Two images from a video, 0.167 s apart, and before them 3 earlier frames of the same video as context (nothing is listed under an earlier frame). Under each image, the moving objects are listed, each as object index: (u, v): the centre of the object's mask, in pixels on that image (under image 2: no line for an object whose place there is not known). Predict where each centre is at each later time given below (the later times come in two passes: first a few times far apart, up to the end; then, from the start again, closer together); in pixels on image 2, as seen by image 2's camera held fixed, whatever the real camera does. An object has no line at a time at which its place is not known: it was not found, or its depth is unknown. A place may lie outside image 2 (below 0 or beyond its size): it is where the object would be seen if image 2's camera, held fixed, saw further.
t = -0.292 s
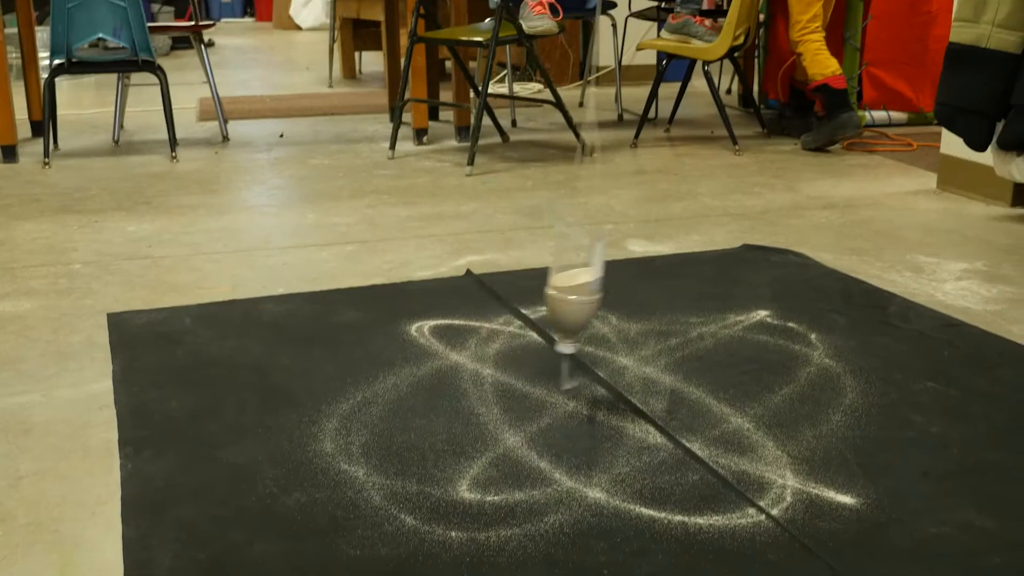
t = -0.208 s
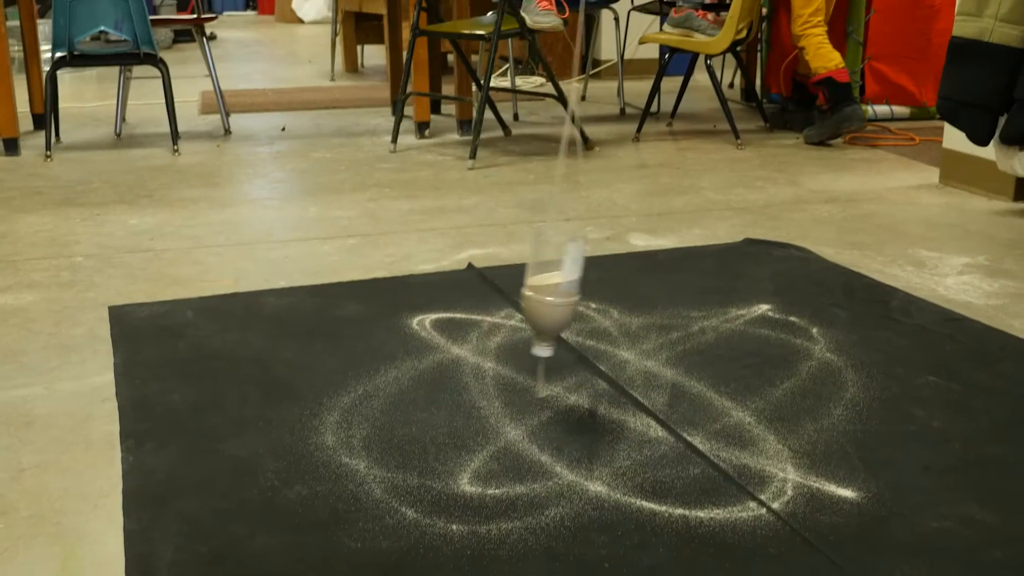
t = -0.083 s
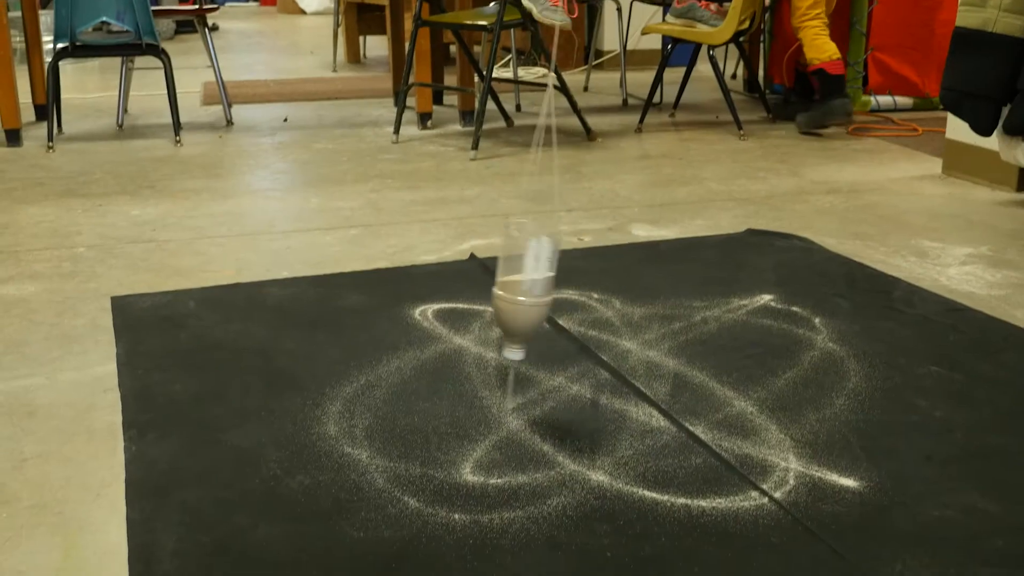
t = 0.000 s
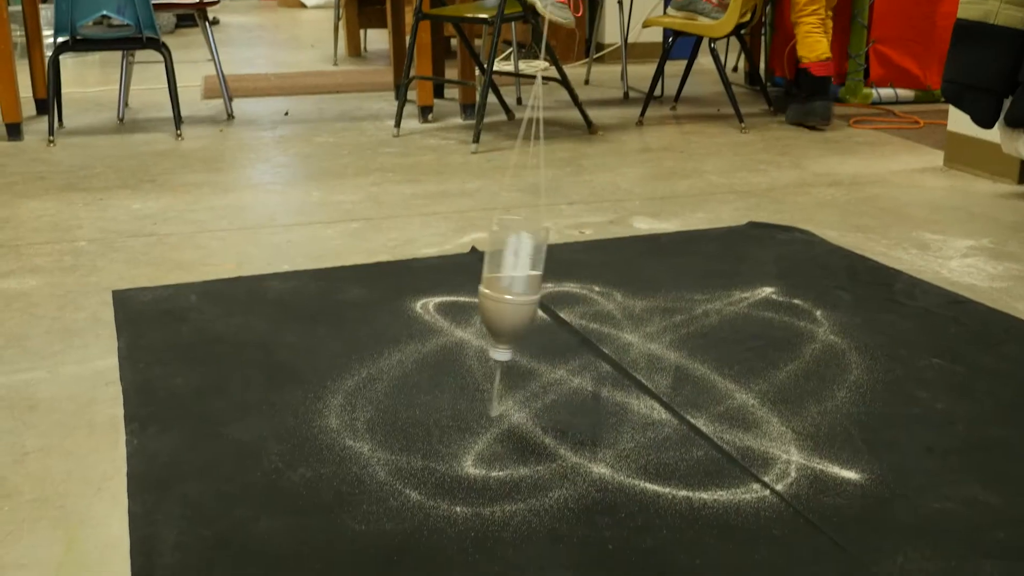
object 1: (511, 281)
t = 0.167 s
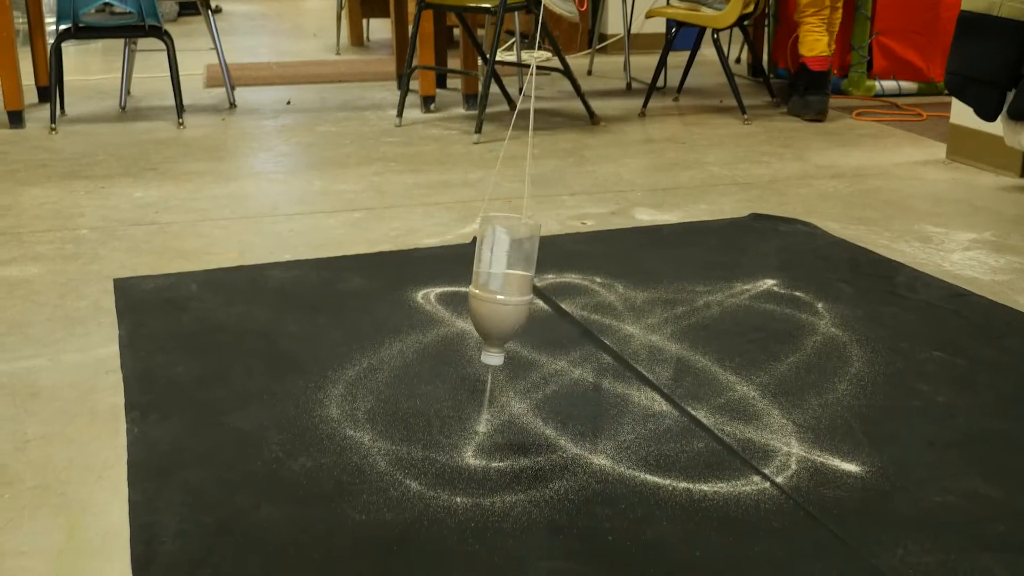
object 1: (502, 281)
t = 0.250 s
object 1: (508, 286)
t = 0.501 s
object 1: (570, 297)
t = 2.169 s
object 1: (623, 199)
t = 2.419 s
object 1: (535, 209)
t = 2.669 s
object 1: (474, 221)
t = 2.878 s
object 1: (461, 235)
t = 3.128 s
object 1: (507, 260)
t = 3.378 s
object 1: (617, 280)
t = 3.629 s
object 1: (752, 285)
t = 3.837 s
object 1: (850, 278)
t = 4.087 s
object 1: (905, 255)
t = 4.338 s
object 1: (886, 243)
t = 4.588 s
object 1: (801, 240)
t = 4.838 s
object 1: (679, 234)
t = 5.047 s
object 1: (578, 224)
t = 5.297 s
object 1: (486, 212)
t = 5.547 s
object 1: (441, 205)
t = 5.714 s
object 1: (445, 210)
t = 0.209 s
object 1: (504, 283)
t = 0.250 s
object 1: (508, 286)
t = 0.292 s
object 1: (514, 287)
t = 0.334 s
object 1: (522, 290)
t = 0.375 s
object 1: (531, 292)
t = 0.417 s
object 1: (543, 293)
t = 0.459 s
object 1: (556, 296)
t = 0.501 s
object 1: (570, 297)
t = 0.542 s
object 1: (586, 297)
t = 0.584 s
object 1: (601, 297)
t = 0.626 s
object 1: (618, 296)
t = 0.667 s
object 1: (636, 295)
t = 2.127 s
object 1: (639, 199)
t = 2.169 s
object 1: (623, 199)
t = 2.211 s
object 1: (607, 203)
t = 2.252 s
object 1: (591, 204)
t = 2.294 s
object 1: (577, 204)
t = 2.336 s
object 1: (562, 206)
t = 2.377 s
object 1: (549, 207)
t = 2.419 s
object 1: (535, 209)
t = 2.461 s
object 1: (522, 211)
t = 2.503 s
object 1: (510, 213)
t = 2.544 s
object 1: (499, 213)
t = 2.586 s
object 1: (489, 216)
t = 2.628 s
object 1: (481, 219)
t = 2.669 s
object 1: (474, 221)
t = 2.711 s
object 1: (468, 224)
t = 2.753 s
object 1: (463, 227)
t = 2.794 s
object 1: (461, 229)
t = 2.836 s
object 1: (460, 232)
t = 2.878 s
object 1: (461, 235)
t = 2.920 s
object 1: (464, 241)
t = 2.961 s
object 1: (469, 244)
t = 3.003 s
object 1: (475, 249)
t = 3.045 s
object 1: (484, 253)
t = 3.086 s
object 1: (495, 255)
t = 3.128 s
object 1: (507, 260)
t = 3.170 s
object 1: (521, 265)
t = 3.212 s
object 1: (538, 270)
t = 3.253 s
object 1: (555, 273)
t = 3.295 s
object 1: (575, 276)
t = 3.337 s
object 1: (595, 278)
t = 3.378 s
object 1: (617, 280)
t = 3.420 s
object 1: (639, 284)
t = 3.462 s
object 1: (661, 284)
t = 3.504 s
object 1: (686, 284)
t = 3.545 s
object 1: (706, 285)
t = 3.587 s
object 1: (729, 284)
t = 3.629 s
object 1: (752, 285)
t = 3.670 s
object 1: (775, 283)
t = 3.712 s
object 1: (795, 283)
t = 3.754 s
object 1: (815, 282)
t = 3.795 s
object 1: (833, 280)
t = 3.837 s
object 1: (850, 278)
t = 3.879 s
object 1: (863, 276)
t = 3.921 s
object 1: (875, 274)
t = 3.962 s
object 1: (886, 270)
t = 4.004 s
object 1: (894, 264)
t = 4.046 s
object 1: (901, 259)
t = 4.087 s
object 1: (905, 255)
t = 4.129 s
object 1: (907, 252)
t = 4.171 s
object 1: (907, 248)
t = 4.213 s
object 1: (905, 246)
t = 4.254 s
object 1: (901, 245)
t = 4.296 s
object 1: (895, 243)
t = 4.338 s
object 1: (886, 243)
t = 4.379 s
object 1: (876, 240)
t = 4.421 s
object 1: (864, 240)
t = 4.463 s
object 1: (851, 240)
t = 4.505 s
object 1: (835, 240)
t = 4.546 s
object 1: (817, 241)
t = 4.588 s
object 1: (801, 240)
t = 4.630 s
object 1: (782, 238)
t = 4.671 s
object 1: (763, 238)
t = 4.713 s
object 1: (742, 240)
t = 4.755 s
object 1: (722, 235)
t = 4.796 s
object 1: (700, 236)
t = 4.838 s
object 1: (679, 234)
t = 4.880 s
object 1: (658, 234)
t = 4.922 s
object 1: (638, 232)
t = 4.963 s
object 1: (617, 230)
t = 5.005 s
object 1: (598, 227)
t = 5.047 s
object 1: (578, 224)
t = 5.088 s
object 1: (560, 223)
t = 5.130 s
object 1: (543, 222)
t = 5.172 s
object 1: (527, 220)
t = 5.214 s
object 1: (513, 218)
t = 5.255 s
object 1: (498, 215)
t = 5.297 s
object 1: (486, 212)
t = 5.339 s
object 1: (475, 209)
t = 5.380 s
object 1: (465, 208)
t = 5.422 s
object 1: (456, 206)
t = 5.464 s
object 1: (449, 207)
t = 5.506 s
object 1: (444, 206)
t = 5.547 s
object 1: (441, 205)
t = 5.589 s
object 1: (439, 206)
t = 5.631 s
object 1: (439, 206)
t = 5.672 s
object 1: (441, 208)
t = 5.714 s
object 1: (445, 210)
